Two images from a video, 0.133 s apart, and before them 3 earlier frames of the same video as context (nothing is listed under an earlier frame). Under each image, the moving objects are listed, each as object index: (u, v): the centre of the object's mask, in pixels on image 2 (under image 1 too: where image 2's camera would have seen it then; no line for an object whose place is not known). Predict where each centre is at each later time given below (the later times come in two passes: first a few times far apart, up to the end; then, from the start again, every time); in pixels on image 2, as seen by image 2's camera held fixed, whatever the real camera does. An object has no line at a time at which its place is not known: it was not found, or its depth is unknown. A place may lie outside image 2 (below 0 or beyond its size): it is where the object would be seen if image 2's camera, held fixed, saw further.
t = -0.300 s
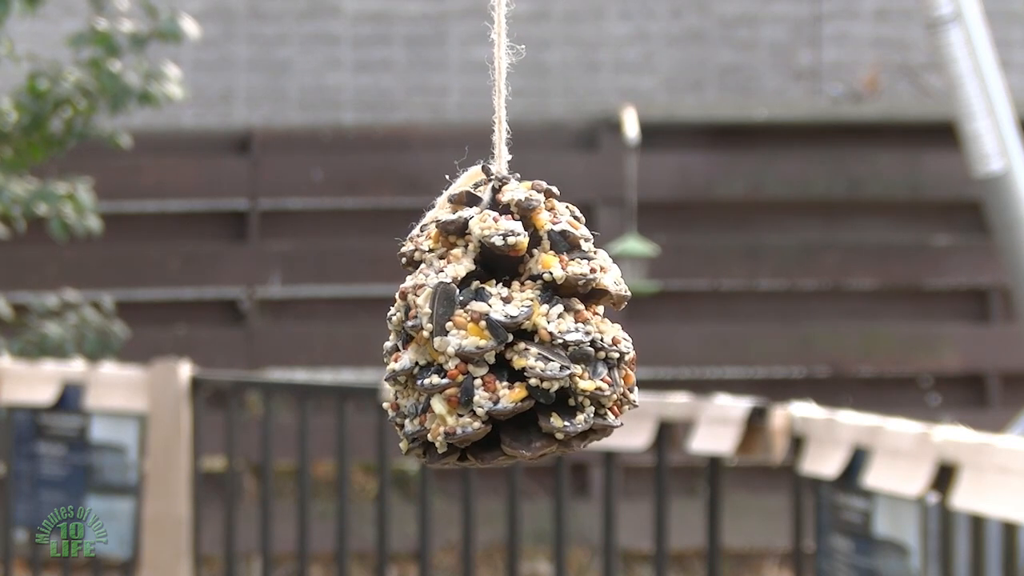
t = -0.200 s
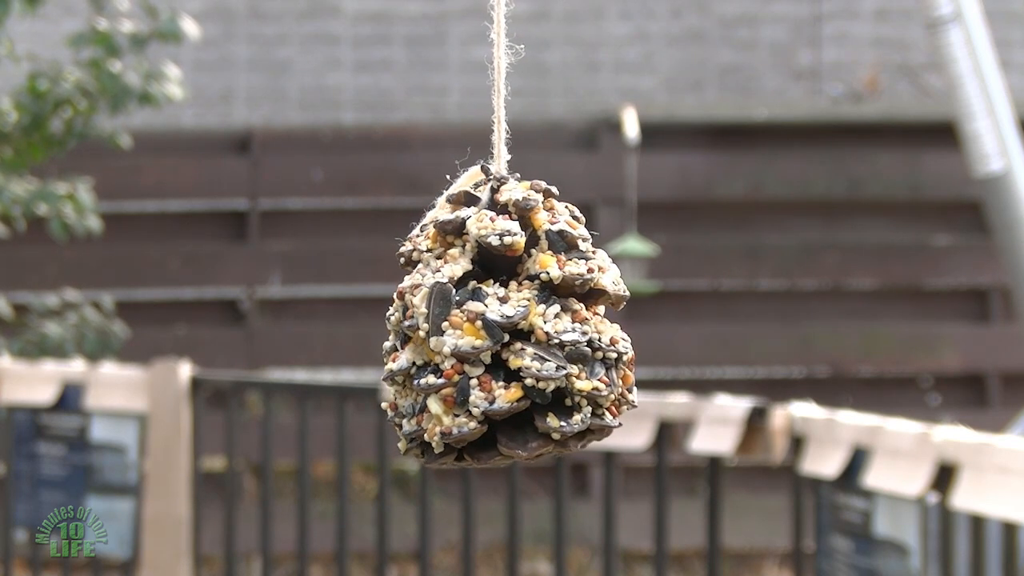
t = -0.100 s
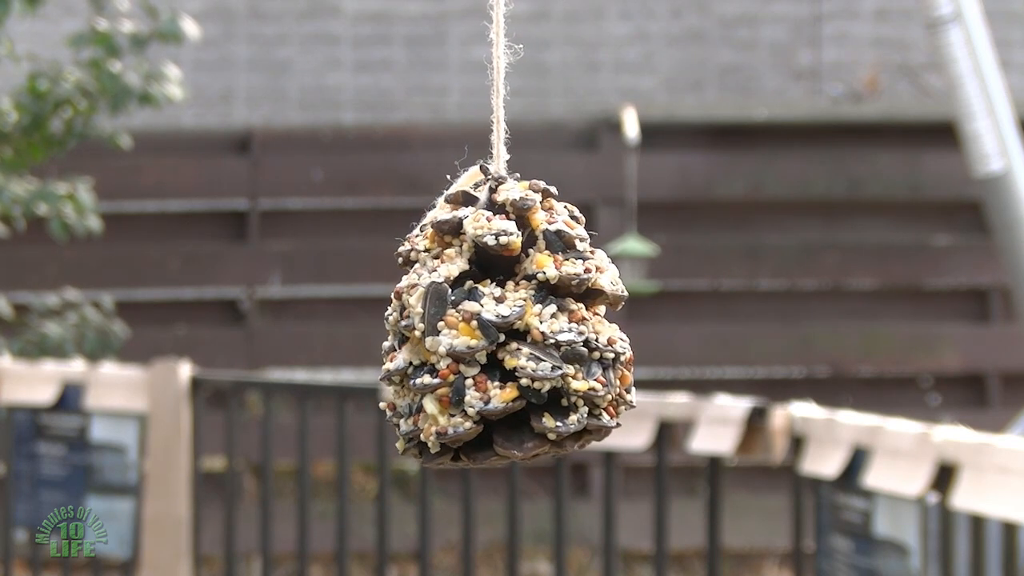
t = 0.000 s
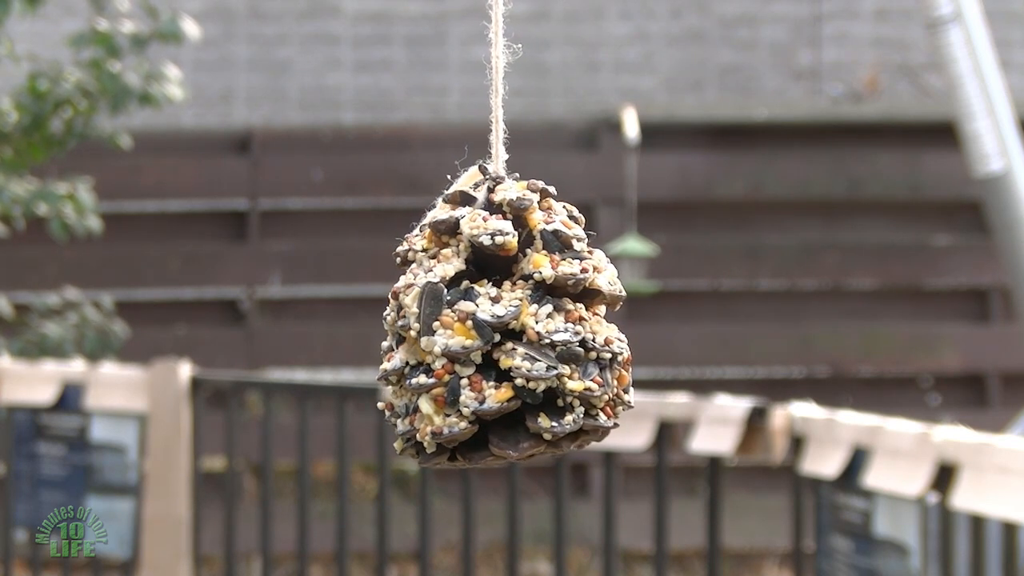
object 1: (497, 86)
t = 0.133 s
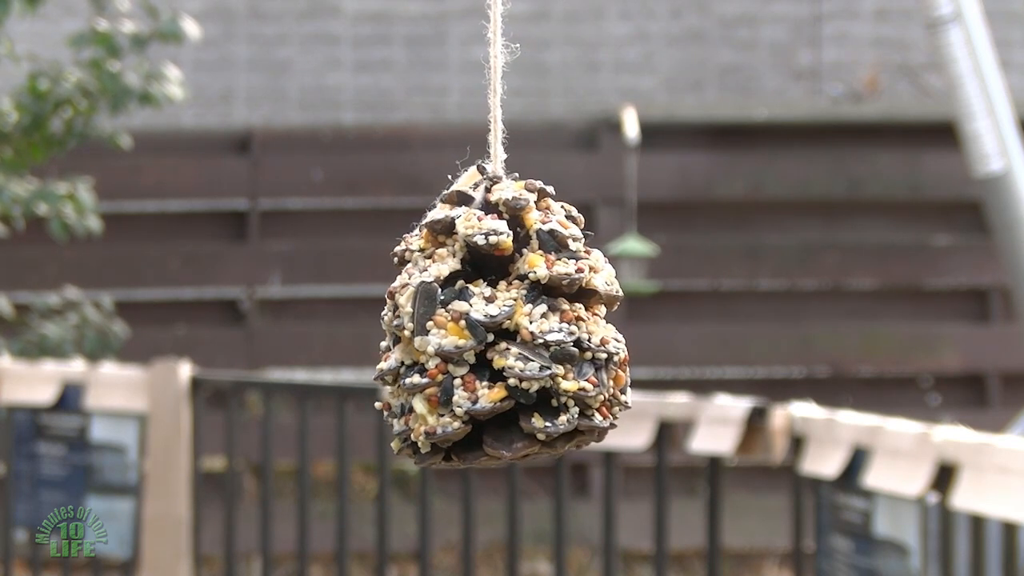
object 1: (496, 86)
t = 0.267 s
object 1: (494, 87)
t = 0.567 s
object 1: (494, 88)
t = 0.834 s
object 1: (497, 89)
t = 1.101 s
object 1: (499, 87)
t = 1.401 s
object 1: (501, 90)
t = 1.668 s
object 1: (500, 92)
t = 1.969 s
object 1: (497, 93)
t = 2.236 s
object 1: (496, 95)
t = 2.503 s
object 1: (497, 96)
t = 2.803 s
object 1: (500, 95)
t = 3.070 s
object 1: (503, 97)
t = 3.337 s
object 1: (501, 88)
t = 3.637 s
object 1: (497, 86)
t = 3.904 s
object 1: (493, 86)
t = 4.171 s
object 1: (491, 86)
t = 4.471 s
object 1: (496, 87)
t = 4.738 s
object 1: (501, 87)
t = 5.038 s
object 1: (503, 86)
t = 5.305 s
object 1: (500, 85)
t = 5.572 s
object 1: (496, 85)
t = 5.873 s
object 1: (493, 85)
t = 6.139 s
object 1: (492, 81)
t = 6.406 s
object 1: (496, 81)
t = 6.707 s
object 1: (500, 81)
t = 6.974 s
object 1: (500, 82)
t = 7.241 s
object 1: (495, 82)
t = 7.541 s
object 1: (492, 81)
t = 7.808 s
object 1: (490, 80)
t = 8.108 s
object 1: (495, 80)
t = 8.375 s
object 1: (500, 80)
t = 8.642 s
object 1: (501, 81)
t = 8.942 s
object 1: (499, 83)
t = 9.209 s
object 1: (494, 82)
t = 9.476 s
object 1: (493, 87)
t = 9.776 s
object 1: (496, 90)
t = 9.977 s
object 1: (499, 93)
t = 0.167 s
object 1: (496, 86)
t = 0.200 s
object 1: (495, 86)
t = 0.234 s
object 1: (496, 88)
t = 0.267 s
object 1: (494, 87)
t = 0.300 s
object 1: (494, 87)
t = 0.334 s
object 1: (495, 88)
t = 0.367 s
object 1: (494, 88)
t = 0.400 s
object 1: (494, 87)
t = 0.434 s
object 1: (494, 87)
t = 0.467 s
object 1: (493, 87)
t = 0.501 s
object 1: (494, 88)
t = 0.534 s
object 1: (493, 86)
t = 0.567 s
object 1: (494, 88)
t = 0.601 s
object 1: (494, 88)
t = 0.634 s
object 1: (494, 88)
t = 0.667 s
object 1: (494, 86)
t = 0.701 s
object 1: (495, 88)
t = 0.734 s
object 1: (496, 89)
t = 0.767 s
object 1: (495, 86)
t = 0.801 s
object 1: (496, 87)
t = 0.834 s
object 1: (497, 89)
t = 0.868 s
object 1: (497, 88)
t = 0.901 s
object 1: (498, 89)
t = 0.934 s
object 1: (497, 86)
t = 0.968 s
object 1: (498, 89)
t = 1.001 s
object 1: (498, 86)
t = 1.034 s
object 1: (499, 88)
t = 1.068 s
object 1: (499, 90)
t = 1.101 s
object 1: (499, 87)
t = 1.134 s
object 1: (500, 87)
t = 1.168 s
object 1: (500, 89)
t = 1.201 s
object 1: (501, 90)
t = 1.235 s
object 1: (501, 90)
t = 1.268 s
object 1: (501, 89)
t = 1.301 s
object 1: (501, 89)
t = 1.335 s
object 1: (501, 90)
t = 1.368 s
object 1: (501, 89)
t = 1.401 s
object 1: (501, 90)
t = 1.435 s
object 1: (501, 89)
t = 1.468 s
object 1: (502, 90)
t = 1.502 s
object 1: (502, 91)
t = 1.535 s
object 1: (500, 89)
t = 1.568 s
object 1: (500, 89)
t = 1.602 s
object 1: (500, 90)
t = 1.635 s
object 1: (500, 92)
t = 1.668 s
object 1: (500, 92)
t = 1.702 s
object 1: (499, 91)
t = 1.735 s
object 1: (499, 91)
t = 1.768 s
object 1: (498, 91)
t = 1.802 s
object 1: (498, 91)
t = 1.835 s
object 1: (498, 93)
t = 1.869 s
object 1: (497, 92)
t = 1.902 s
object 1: (497, 93)
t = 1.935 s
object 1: (496, 92)
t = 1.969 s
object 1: (497, 93)
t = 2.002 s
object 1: (496, 92)
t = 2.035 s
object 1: (496, 93)
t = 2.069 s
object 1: (495, 92)
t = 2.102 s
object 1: (495, 92)
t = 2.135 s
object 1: (495, 92)
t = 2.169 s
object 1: (495, 93)
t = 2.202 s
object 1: (496, 95)
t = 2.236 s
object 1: (496, 95)
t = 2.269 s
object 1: (495, 95)
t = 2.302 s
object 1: (495, 96)
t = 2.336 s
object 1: (496, 96)
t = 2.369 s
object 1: (496, 96)
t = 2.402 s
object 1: (496, 96)
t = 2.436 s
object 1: (496, 95)
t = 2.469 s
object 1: (496, 95)
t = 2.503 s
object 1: (497, 96)
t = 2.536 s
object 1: (497, 96)
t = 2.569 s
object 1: (497, 95)
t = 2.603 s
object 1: (498, 96)
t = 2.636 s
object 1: (498, 97)
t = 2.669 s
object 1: (499, 95)
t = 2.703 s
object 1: (499, 96)
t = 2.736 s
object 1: (499, 96)
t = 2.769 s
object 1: (500, 96)
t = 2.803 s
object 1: (500, 95)
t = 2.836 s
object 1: (501, 97)
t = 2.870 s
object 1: (501, 96)
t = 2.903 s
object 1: (502, 97)
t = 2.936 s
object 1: (502, 97)
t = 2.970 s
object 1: (502, 97)
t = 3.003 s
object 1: (502, 97)
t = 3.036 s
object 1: (502, 97)
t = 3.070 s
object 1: (503, 97)
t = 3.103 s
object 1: (502, 97)
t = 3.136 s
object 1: (503, 98)
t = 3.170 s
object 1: (503, 96)
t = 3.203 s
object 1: (503, 97)
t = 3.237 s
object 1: (503, 97)
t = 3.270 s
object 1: (503, 98)
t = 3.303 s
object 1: (502, 98)
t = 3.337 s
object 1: (501, 88)
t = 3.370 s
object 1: (500, 88)
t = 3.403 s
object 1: (500, 87)
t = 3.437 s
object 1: (499, 87)
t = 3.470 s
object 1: (499, 86)
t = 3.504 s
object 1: (499, 87)
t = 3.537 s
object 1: (498, 86)
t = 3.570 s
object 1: (498, 87)
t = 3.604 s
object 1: (497, 87)
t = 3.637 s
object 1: (497, 86)
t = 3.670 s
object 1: (496, 86)
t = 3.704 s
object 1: (496, 87)
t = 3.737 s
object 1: (496, 86)
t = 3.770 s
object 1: (495, 86)
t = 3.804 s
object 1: (495, 85)
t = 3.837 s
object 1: (493, 86)
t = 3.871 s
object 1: (494, 86)
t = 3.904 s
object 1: (493, 86)
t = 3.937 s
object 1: (493, 86)
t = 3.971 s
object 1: (494, 86)
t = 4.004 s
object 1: (493, 86)
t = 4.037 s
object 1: (492, 86)
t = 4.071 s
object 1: (492, 86)
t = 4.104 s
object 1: (493, 87)
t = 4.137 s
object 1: (493, 87)
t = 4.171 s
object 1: (491, 86)
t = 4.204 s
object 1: (493, 87)
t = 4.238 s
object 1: (493, 87)
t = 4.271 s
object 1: (493, 86)
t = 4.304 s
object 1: (493, 86)
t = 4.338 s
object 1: (494, 87)
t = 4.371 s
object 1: (495, 87)
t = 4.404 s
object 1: (494, 86)
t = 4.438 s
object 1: (496, 87)
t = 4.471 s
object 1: (496, 87)
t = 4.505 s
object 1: (494, 86)
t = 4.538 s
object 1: (497, 86)
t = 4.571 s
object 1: (498, 87)
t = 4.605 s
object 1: (499, 88)
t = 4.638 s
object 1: (499, 88)
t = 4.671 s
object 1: (499, 87)
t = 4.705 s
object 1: (500, 88)
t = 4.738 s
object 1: (501, 87)
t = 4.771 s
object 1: (501, 87)
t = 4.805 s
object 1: (502, 87)
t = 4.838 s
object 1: (502, 87)
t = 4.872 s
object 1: (501, 86)
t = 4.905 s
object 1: (502, 87)
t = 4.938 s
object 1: (503, 87)
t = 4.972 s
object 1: (502, 85)
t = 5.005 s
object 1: (502, 85)
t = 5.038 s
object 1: (503, 86)
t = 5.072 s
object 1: (503, 86)
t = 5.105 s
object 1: (502, 86)
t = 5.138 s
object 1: (503, 85)
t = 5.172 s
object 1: (502, 85)
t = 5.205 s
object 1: (501, 85)
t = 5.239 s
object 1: (501, 85)
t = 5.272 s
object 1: (502, 86)
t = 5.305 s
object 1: (500, 85)
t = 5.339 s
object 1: (502, 86)
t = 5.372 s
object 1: (499, 85)
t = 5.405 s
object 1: (499, 86)
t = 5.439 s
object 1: (498, 85)
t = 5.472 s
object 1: (498, 86)
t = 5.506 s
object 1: (496, 85)
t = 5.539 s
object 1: (497, 86)
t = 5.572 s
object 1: (496, 85)
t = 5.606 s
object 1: (494, 82)
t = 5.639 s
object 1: (492, 81)
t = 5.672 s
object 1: (493, 84)
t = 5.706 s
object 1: (492, 82)
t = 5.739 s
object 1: (494, 85)
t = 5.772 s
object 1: (492, 85)
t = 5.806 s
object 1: (492, 84)
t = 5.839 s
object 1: (492, 84)
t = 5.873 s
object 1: (493, 85)
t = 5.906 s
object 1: (492, 85)
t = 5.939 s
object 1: (493, 85)
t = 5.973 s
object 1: (490, 81)
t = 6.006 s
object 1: (489, 81)
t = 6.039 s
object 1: (491, 81)
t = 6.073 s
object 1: (490, 81)
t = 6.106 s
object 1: (492, 81)
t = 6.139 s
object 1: (492, 81)
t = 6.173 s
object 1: (492, 82)
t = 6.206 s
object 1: (492, 81)
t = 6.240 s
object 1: (493, 82)
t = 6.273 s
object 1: (493, 81)
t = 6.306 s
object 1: (493, 81)
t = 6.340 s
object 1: (494, 80)
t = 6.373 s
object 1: (496, 81)
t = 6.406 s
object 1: (496, 81)
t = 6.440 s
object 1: (497, 82)
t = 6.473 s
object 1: (496, 81)
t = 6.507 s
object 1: (497, 81)
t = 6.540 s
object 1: (499, 81)
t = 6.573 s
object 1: (499, 81)
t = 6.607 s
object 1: (500, 81)
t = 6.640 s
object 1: (498, 80)
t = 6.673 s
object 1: (499, 81)
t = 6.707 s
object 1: (500, 81)
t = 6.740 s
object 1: (500, 81)
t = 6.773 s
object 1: (501, 81)
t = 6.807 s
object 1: (499, 81)
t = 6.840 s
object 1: (500, 81)
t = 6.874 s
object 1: (501, 82)
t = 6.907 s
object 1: (500, 81)
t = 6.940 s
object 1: (499, 81)
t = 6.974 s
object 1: (500, 82)
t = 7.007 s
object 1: (499, 81)
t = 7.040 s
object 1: (500, 82)
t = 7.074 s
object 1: (498, 81)
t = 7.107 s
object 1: (499, 82)
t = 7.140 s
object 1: (498, 82)
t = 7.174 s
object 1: (498, 83)
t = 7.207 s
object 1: (497, 83)
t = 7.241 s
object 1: (495, 82)
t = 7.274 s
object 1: (495, 81)
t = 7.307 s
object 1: (495, 81)
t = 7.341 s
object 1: (495, 82)
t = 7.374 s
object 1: (494, 82)
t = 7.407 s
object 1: (493, 80)
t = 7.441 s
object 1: (492, 81)
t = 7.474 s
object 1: (492, 80)
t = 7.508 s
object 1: (492, 81)
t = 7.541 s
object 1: (492, 81)
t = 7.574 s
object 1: (492, 81)
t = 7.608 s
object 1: (491, 81)
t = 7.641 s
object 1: (490, 80)
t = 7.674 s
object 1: (491, 81)
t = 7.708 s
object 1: (490, 80)
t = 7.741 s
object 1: (490, 80)
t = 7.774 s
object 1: (490, 80)
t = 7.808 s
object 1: (490, 80)
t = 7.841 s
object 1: (490, 80)
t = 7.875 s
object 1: (491, 80)
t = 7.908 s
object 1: (491, 80)
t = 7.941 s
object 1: (492, 81)
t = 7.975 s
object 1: (492, 81)
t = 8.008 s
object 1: (493, 80)
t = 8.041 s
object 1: (494, 80)
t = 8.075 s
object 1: (494, 80)
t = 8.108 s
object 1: (495, 80)
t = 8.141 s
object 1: (495, 80)
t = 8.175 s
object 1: (496, 81)
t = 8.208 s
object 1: (497, 81)
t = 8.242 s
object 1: (498, 81)
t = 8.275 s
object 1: (498, 81)
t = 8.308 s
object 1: (498, 80)
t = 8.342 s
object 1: (499, 80)
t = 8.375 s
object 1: (500, 80)
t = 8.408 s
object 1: (501, 80)
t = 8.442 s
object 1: (500, 81)
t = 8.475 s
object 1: (501, 81)
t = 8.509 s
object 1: (501, 81)
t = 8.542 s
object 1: (501, 81)
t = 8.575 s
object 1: (501, 81)
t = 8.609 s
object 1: (501, 81)
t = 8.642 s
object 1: (501, 81)
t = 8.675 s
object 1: (501, 80)
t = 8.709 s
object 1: (501, 80)
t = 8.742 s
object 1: (501, 81)
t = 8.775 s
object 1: (500, 80)
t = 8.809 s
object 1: (501, 82)
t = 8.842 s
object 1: (502, 83)
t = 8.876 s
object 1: (500, 83)
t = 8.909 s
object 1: (499, 83)
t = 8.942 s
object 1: (499, 83)
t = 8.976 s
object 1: (499, 82)
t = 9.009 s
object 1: (498, 82)
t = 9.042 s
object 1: (498, 82)
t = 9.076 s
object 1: (496, 83)
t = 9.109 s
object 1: (497, 82)
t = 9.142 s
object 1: (495, 83)
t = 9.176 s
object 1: (495, 82)
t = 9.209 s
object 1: (494, 82)
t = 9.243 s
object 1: (495, 81)
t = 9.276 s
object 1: (494, 82)
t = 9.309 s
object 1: (494, 82)
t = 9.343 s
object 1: (494, 82)
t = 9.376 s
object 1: (493, 83)
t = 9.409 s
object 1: (492, 82)
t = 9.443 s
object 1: (493, 82)
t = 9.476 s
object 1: (493, 87)
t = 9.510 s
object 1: (492, 82)
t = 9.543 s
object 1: (492, 89)
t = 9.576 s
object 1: (493, 88)
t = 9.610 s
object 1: (494, 89)
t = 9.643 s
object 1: (494, 89)
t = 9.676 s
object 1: (494, 90)
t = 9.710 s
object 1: (494, 90)
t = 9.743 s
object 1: (495, 90)
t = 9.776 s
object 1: (496, 90)
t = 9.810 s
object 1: (496, 91)
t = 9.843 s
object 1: (497, 91)
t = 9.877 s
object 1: (497, 92)
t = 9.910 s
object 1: (498, 91)
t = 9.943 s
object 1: (498, 91)
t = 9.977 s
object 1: (499, 93)
